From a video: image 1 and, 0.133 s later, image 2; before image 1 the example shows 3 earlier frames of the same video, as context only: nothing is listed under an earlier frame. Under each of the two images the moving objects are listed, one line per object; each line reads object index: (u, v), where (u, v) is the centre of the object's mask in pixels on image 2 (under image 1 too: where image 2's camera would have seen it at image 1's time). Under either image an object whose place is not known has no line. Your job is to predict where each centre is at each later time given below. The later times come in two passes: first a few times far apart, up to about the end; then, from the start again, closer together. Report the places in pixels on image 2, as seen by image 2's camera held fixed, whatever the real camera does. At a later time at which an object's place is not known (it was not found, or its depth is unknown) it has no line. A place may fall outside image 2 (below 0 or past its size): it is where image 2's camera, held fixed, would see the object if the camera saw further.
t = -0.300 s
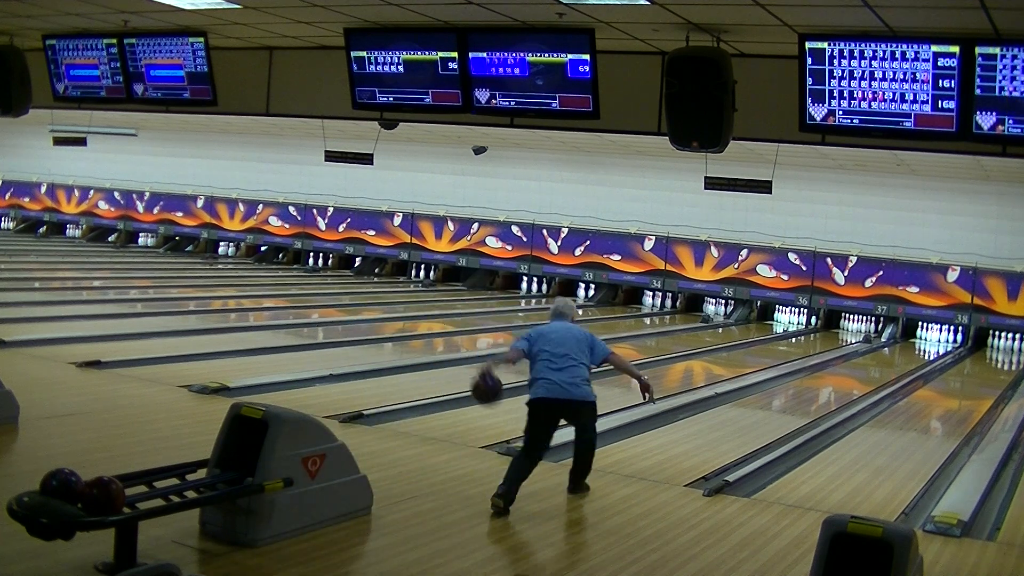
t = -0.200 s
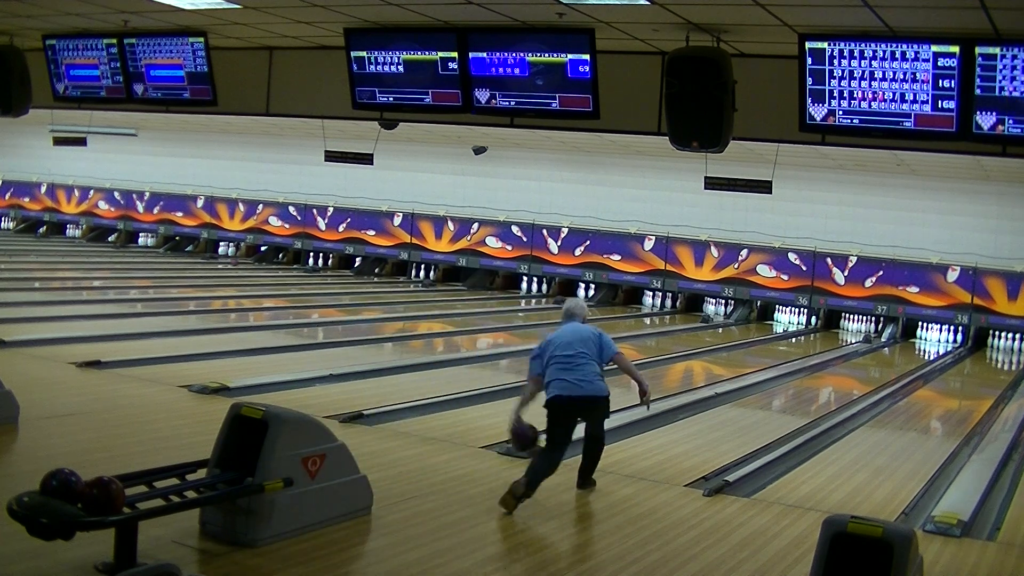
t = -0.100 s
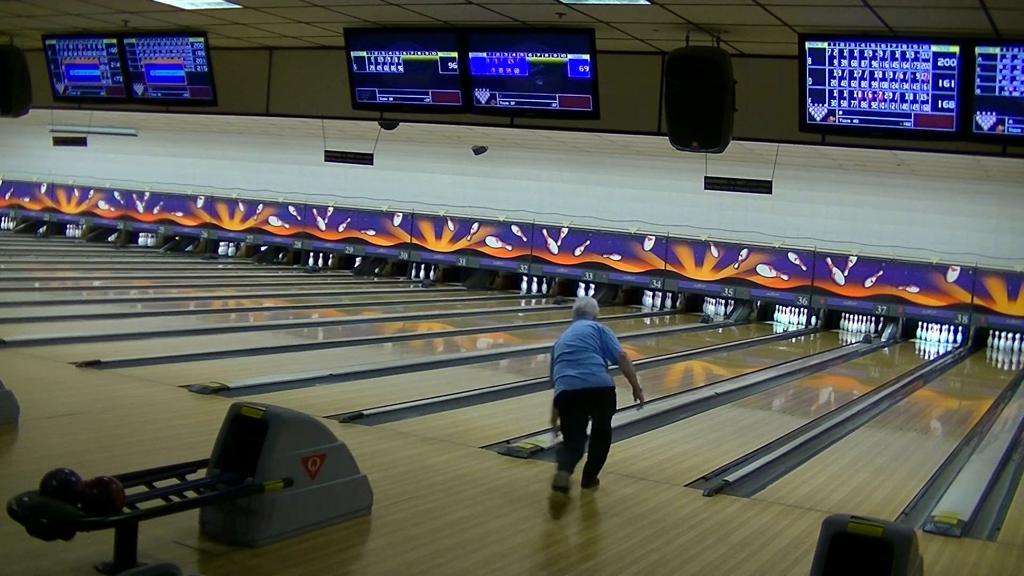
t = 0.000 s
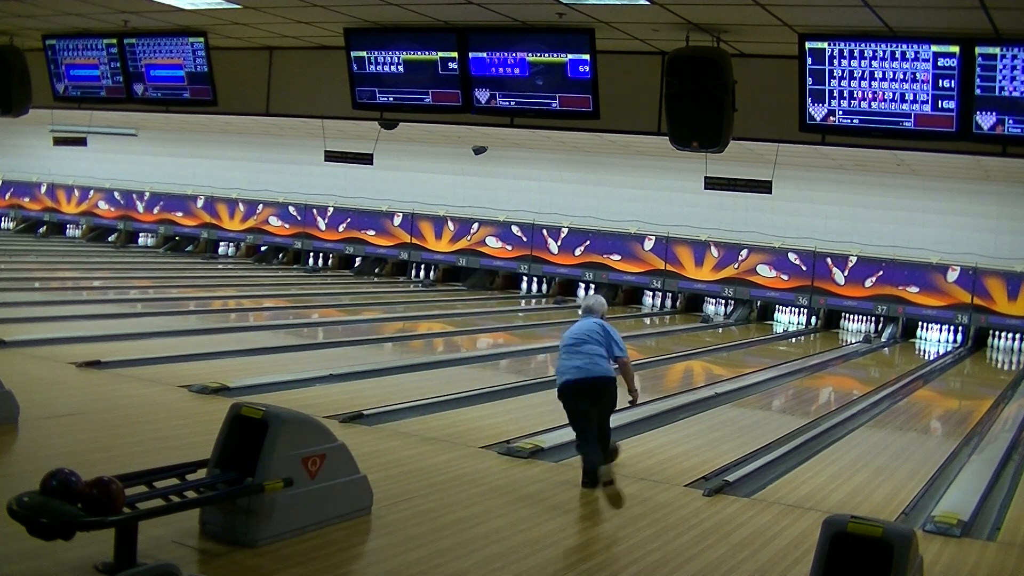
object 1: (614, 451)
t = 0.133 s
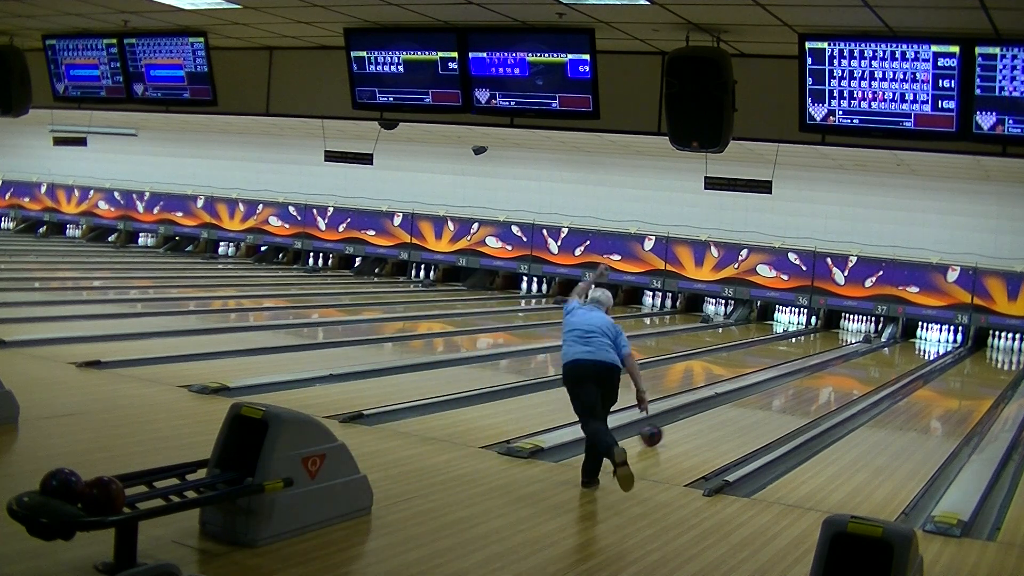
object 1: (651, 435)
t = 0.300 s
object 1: (696, 418)
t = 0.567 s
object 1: (752, 397)
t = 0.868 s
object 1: (798, 380)
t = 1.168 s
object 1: (834, 367)
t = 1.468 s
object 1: (861, 357)
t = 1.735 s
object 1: (883, 350)
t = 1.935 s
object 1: (897, 346)
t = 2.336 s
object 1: (924, 339)
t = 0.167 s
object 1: (661, 431)
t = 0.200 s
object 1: (670, 428)
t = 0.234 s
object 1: (679, 424)
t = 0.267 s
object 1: (688, 421)
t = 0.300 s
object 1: (696, 418)
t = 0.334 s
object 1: (704, 415)
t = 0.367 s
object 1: (712, 412)
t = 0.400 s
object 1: (718, 409)
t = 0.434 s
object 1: (725, 406)
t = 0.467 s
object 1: (733, 404)
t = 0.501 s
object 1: (739, 401)
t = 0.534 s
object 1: (746, 399)
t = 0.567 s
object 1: (752, 397)
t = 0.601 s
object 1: (758, 395)
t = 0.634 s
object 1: (763, 393)
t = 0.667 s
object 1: (768, 391)
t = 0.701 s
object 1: (774, 389)
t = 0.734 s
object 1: (779, 387)
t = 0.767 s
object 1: (784, 384)
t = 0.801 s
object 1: (789, 383)
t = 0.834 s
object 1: (793, 382)
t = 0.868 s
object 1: (798, 380)
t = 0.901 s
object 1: (802, 378)
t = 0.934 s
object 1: (807, 377)
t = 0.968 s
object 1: (811, 375)
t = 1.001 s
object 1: (815, 374)
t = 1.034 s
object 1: (819, 373)
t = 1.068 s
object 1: (823, 371)
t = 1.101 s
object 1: (826, 369)
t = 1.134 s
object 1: (830, 368)
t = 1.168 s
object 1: (834, 367)
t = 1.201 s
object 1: (837, 366)
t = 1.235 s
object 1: (840, 365)
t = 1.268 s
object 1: (844, 364)
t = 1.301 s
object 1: (846, 363)
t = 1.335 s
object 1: (850, 362)
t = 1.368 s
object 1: (853, 361)
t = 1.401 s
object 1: (856, 360)
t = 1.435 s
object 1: (859, 358)
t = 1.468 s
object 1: (861, 357)
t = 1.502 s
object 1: (864, 357)
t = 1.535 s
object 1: (867, 355)
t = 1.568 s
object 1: (870, 355)
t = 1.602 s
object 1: (872, 353)
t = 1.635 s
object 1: (875, 352)
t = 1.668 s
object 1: (877, 352)
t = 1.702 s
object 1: (880, 351)
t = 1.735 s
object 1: (883, 350)
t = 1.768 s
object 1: (885, 349)
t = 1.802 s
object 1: (888, 348)
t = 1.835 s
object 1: (890, 348)
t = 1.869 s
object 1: (892, 347)
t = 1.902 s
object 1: (894, 347)
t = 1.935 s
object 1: (897, 346)
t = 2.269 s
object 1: (919, 340)
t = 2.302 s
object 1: (922, 340)
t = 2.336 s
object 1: (924, 339)
